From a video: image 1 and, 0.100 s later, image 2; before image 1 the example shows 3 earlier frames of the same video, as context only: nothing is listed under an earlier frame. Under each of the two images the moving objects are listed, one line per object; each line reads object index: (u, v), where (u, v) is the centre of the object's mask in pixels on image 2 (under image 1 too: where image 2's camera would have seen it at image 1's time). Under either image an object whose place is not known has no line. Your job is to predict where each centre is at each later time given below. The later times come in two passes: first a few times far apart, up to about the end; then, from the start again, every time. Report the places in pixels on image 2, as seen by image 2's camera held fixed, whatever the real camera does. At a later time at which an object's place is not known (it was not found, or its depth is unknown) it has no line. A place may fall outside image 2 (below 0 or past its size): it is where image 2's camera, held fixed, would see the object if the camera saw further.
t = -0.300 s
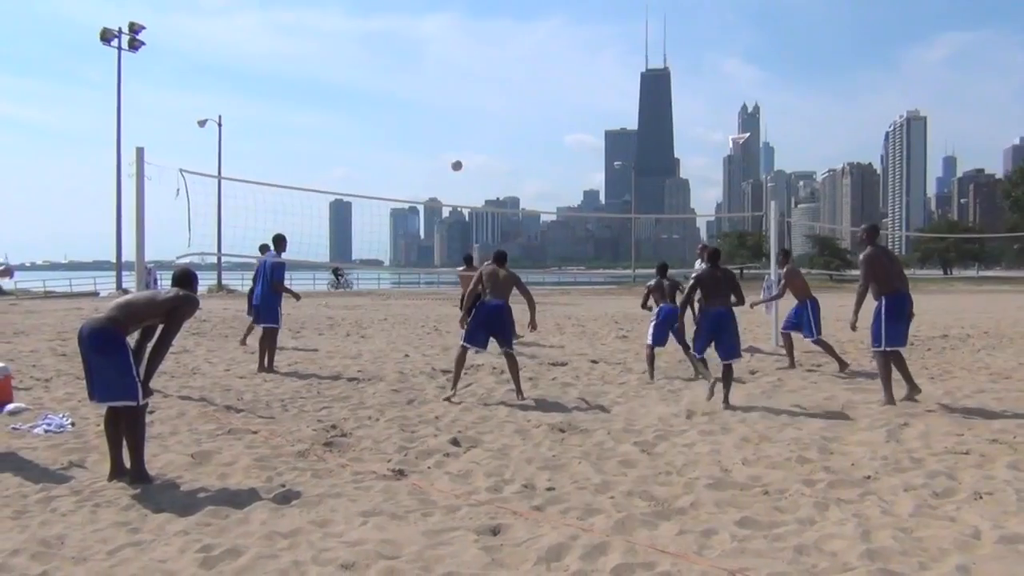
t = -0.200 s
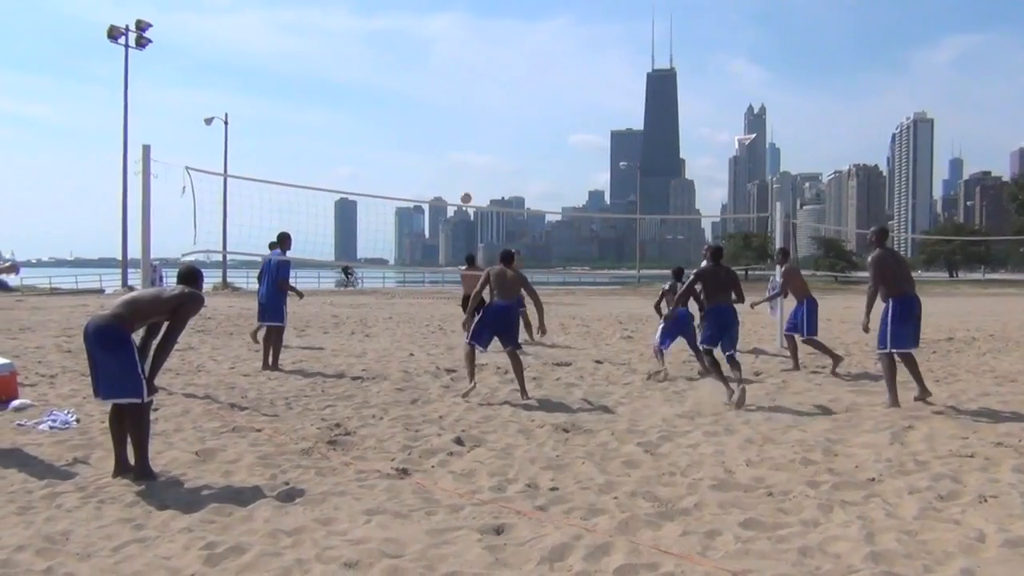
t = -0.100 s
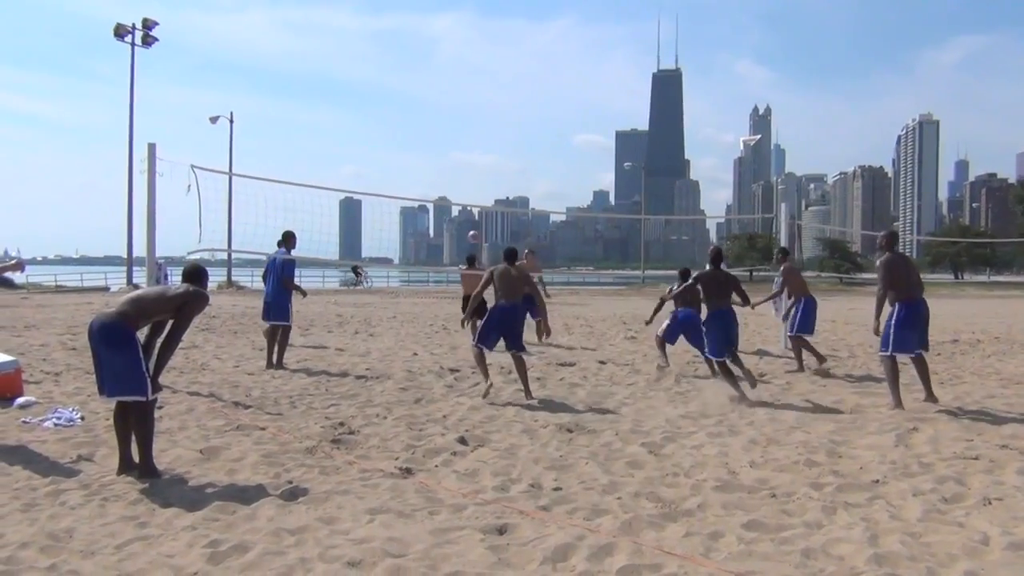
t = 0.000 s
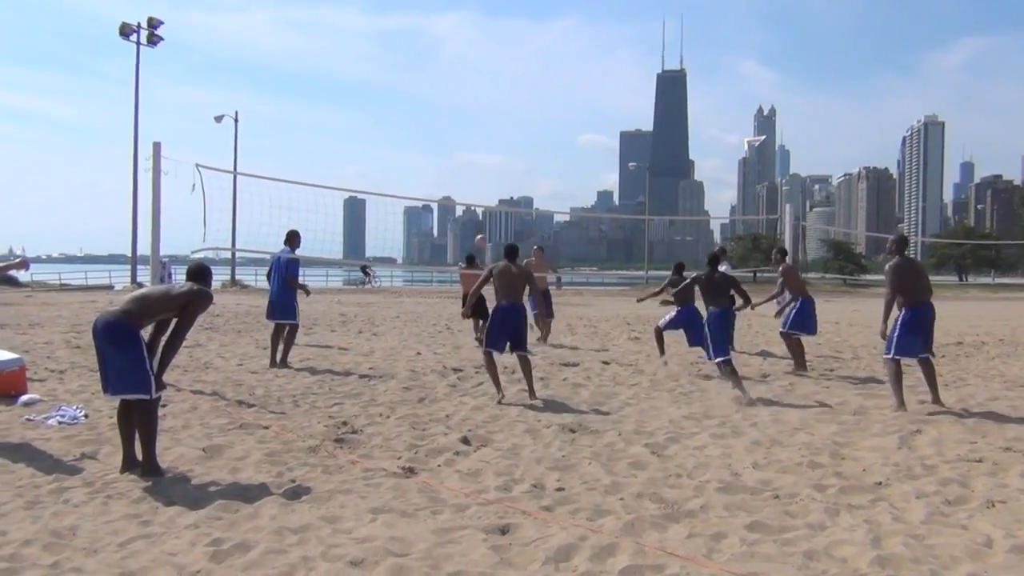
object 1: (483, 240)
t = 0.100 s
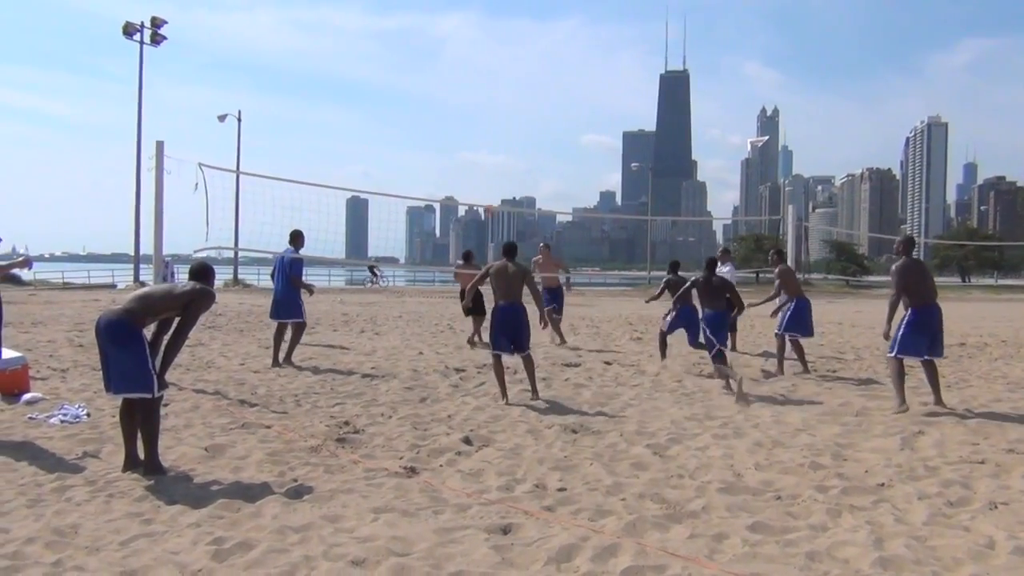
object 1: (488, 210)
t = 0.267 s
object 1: (497, 169)
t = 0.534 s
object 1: (510, 135)
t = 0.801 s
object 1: (523, 143)
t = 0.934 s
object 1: (529, 163)
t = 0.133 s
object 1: (490, 200)
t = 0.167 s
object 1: (492, 192)
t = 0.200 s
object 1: (494, 184)
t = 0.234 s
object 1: (495, 176)
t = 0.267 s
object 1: (497, 169)
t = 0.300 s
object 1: (498, 163)
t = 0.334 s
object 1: (500, 157)
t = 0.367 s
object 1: (502, 152)
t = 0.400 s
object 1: (504, 147)
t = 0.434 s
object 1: (505, 143)
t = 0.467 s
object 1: (507, 140)
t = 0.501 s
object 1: (508, 137)
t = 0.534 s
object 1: (510, 135)
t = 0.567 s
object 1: (512, 134)
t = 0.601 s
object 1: (514, 134)
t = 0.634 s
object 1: (515, 134)
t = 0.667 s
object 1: (517, 134)
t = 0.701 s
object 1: (518, 135)
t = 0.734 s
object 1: (520, 138)
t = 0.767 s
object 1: (521, 140)
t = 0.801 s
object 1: (523, 143)
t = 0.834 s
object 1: (525, 147)
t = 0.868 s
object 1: (526, 152)
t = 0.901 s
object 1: (528, 157)
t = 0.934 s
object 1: (529, 163)
